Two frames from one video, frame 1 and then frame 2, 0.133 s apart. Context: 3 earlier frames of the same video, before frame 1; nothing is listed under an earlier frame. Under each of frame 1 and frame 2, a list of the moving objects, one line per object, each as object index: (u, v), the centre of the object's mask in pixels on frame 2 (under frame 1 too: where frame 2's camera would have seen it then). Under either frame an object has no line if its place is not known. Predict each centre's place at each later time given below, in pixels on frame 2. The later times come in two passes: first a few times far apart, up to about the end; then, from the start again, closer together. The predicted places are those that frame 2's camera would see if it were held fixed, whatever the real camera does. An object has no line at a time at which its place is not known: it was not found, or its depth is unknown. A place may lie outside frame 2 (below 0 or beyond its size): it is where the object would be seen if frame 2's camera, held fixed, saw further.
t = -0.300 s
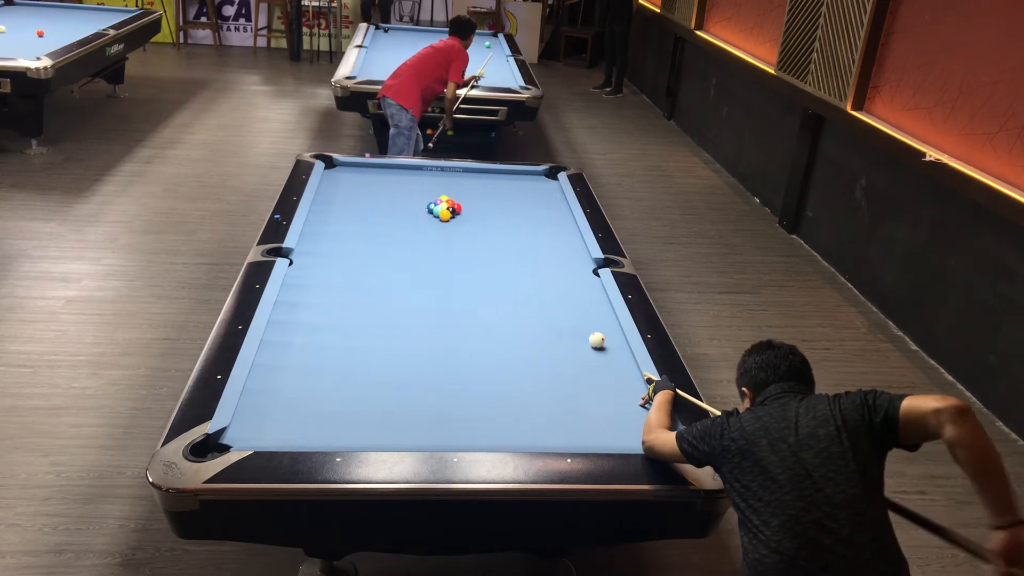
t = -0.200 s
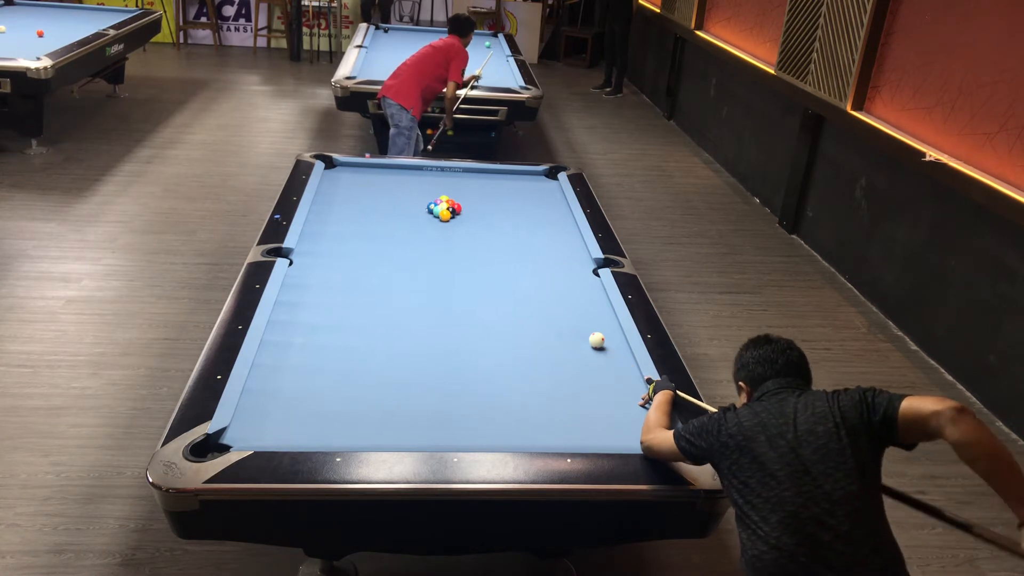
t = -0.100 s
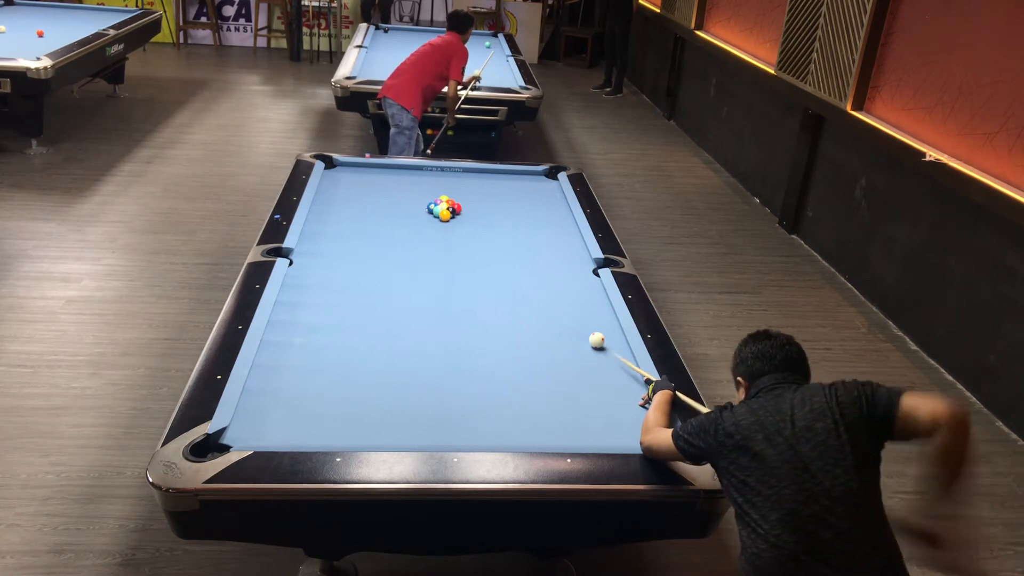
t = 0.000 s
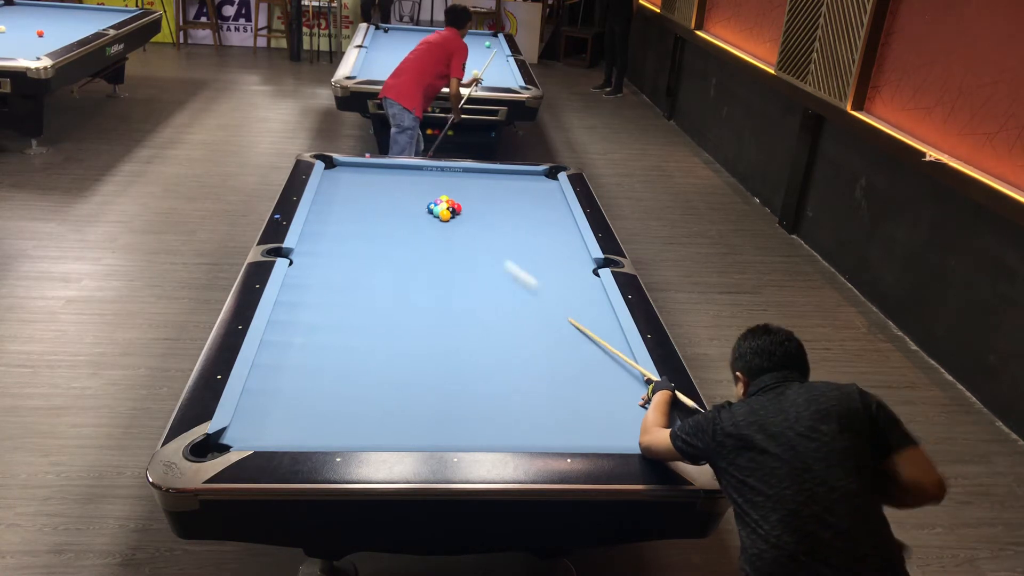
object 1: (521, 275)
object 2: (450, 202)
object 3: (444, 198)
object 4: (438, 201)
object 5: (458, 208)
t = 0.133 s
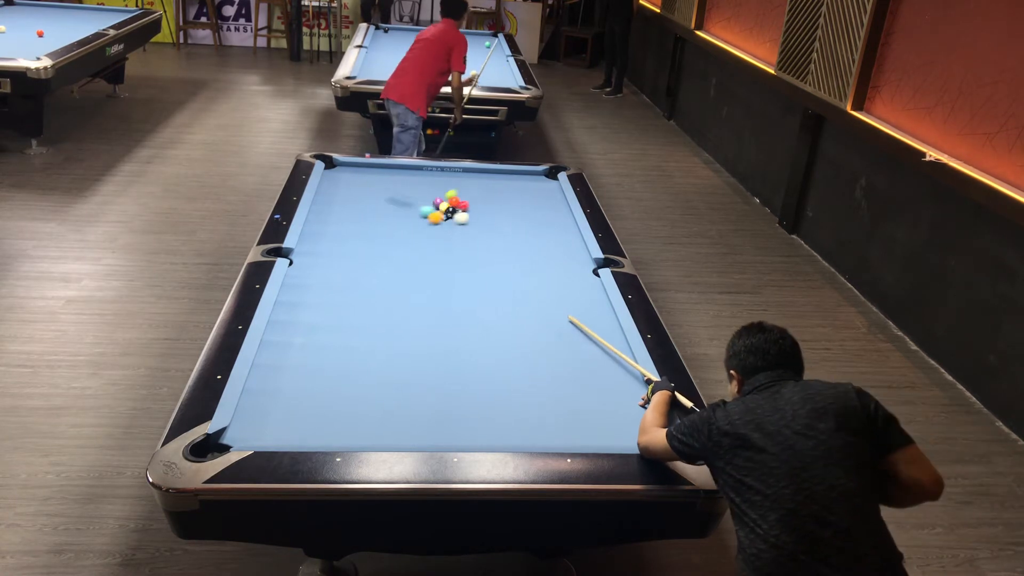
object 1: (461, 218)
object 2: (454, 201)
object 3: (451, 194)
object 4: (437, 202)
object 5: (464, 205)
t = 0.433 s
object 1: (520, 217)
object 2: (477, 187)
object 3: (492, 175)
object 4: (437, 196)
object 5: (504, 193)
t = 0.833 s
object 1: (558, 218)
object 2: (529, 181)
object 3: (527, 198)
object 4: (436, 187)
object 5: (548, 180)
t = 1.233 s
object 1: (530, 223)
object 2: (544, 192)
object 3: (565, 221)
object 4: (434, 179)
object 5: (532, 174)
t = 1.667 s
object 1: (501, 228)
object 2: (534, 208)
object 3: (565, 243)
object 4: (433, 172)
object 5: (510, 177)
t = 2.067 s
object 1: (476, 232)
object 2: (524, 223)
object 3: (556, 265)
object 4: (432, 169)
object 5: (493, 179)
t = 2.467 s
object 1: (452, 236)
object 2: (514, 240)
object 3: (547, 288)
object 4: (432, 171)
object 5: (476, 182)
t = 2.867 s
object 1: (430, 240)
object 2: (503, 256)
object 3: (548, 310)
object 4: (432, 172)
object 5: (462, 184)
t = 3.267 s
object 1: (410, 244)
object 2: (493, 273)
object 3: (573, 328)
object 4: (432, 172)
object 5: (450, 185)
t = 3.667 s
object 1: (392, 248)
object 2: (482, 291)
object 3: (597, 346)
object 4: (432, 172)
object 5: (440, 187)
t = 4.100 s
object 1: (374, 252)
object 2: (470, 310)
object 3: (621, 364)
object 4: (432, 172)
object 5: (432, 188)
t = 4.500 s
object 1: (359, 256)
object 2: (458, 328)
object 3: (634, 381)
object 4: (432, 173)
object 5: (425, 188)
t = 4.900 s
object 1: (346, 258)
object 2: (446, 346)
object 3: (633, 394)
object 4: (432, 172)
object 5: (421, 189)
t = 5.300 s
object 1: (337, 260)
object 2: (434, 364)
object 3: (631, 406)
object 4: (432, 172)
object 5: (418, 188)
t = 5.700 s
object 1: (330, 262)
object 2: (423, 381)
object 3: (630, 416)
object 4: (432, 172)
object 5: (418, 188)
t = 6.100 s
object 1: (327, 263)
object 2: (412, 398)
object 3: (629, 424)
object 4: (432, 173)
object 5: (418, 188)
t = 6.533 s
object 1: (326, 264)
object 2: (400, 416)
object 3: (627, 431)
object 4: (432, 173)
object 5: (418, 188)
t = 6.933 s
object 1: (326, 264)
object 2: (389, 430)
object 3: (625, 434)
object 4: (432, 173)
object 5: (418, 189)
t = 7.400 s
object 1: (326, 264)
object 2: (380, 436)
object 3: (625, 435)
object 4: (432, 172)
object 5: (418, 188)
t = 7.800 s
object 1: (326, 264)
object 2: (378, 433)
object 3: (625, 434)
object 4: (432, 173)
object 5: (418, 188)
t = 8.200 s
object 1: (326, 264)
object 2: (375, 433)
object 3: (625, 434)
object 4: (432, 172)
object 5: (418, 188)
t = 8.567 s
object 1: (326, 264)
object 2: (375, 432)
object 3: (625, 434)
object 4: (432, 172)
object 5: (418, 188)
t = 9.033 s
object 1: (326, 264)
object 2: (375, 433)
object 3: (625, 435)
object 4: (432, 172)
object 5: (418, 188)
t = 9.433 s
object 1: (326, 264)
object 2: (375, 433)
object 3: (625, 435)
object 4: (432, 173)
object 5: (418, 188)
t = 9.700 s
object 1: (326, 264)
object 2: (375, 433)
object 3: (625, 434)
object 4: (432, 172)
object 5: (418, 188)
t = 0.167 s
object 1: (469, 217)
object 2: (457, 200)
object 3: (457, 190)
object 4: (437, 202)
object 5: (469, 204)
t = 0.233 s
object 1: (484, 217)
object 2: (463, 196)
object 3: (468, 183)
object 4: (438, 200)
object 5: (479, 201)
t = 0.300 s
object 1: (497, 217)
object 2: (467, 193)
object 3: (478, 176)
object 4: (437, 199)
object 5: (488, 199)
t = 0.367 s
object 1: (508, 217)
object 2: (472, 190)
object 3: (486, 171)
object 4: (437, 197)
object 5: (496, 196)
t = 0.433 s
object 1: (520, 217)
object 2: (477, 187)
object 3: (492, 175)
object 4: (437, 196)
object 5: (504, 193)
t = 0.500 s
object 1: (532, 216)
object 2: (481, 184)
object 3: (498, 179)
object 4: (436, 194)
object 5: (512, 191)
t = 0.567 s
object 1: (544, 216)
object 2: (485, 181)
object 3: (503, 183)
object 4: (436, 193)
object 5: (519, 189)
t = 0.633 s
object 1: (555, 216)
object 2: (489, 178)
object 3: (509, 187)
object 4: (436, 191)
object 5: (527, 186)
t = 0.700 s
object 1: (566, 216)
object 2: (499, 178)
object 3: (515, 190)
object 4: (436, 190)
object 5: (534, 184)
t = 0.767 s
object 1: (564, 217)
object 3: (521, 194)
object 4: (436, 188)
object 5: (541, 182)
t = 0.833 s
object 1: (558, 218)
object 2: (529, 181)
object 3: (527, 198)
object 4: (436, 187)
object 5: (548, 180)
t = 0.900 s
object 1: (553, 219)
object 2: (542, 182)
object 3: (533, 201)
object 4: (435, 186)
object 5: (551, 177)
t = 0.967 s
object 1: (549, 219)
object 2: (554, 183)
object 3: (539, 205)
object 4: (435, 184)
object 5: (546, 176)
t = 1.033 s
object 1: (544, 220)
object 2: (549, 183)
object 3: (545, 209)
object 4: (435, 184)
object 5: (542, 173)
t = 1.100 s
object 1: (540, 221)
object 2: (547, 186)
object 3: (552, 213)
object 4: (435, 181)
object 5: (538, 173)
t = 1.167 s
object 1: (535, 222)
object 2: (546, 189)
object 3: (558, 217)
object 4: (435, 180)
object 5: (535, 174)
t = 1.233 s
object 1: (530, 223)
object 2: (544, 192)
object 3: (565, 221)
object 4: (434, 179)
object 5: (532, 174)
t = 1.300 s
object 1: (526, 223)
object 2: (543, 194)
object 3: (571, 225)
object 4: (434, 178)
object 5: (528, 175)
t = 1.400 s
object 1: (519, 225)
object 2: (541, 198)
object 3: (570, 230)
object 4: (434, 175)
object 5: (523, 175)
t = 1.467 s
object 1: (515, 225)
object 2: (539, 200)
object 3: (569, 233)
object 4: (434, 174)
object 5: (520, 176)
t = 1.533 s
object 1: (510, 226)
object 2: (538, 203)
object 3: (567, 237)
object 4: (434, 173)
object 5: (517, 176)
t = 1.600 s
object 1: (506, 227)
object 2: (536, 205)
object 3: (566, 240)
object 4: (433, 173)
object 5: (513, 177)
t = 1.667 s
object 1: (501, 228)
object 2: (534, 208)
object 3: (565, 243)
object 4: (433, 172)
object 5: (510, 177)
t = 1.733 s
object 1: (497, 229)
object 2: (532, 210)
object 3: (564, 247)
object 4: (433, 171)
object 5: (507, 177)
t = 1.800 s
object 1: (493, 229)
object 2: (531, 213)
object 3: (562, 251)
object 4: (433, 170)
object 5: (504, 178)
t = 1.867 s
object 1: (488, 230)
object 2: (529, 216)
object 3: (561, 254)
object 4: (433, 169)
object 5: (501, 178)
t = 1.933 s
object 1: (484, 231)
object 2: (527, 218)
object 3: (559, 258)
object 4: (433, 169)
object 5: (498, 179)
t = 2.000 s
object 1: (480, 231)
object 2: (526, 221)
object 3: (558, 261)
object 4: (433, 169)
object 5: (495, 179)
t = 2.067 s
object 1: (476, 232)
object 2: (524, 223)
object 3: (556, 265)
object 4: (432, 169)
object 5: (493, 179)
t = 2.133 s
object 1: (472, 233)
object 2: (522, 226)
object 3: (555, 269)
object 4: (432, 169)
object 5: (490, 180)
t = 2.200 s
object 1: (468, 234)
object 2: (521, 229)
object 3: (553, 273)
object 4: (432, 169)
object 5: (487, 180)
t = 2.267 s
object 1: (464, 234)
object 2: (519, 231)
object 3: (552, 276)
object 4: (432, 170)
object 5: (484, 181)
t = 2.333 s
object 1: (460, 235)
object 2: (517, 234)
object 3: (550, 280)
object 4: (432, 170)
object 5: (482, 181)
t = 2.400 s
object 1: (456, 236)
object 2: (515, 237)
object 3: (548, 284)
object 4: (432, 170)
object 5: (479, 181)
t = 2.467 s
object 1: (452, 236)
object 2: (514, 240)
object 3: (547, 288)
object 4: (432, 171)
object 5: (476, 182)
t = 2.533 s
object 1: (449, 237)
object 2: (512, 242)
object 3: (545, 292)
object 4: (432, 171)
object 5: (474, 182)
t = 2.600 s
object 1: (445, 238)
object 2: (510, 245)
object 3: (544, 296)
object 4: (432, 171)
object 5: (471, 182)
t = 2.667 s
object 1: (441, 238)
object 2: (508, 248)
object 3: (542, 300)
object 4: (432, 171)
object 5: (469, 183)
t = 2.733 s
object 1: (438, 239)
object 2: (507, 250)
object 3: (540, 304)
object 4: (432, 171)
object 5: (467, 183)
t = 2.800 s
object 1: (434, 240)
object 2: (505, 253)
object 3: (544, 307)
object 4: (432, 171)
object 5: (465, 184)
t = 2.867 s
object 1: (430, 240)
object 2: (503, 256)
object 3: (548, 310)
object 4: (432, 172)
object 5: (462, 184)
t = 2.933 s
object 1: (427, 241)
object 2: (502, 259)
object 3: (552, 313)
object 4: (432, 172)
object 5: (460, 184)
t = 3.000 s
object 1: (423, 242)
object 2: (500, 262)
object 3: (557, 316)
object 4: (432, 172)
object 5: (458, 184)
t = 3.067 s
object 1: (420, 242)
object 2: (498, 265)
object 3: (561, 319)
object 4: (432, 172)
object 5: (456, 185)
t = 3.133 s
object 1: (417, 243)
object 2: (496, 268)
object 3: (565, 322)
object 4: (432, 172)
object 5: (454, 185)
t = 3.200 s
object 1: (414, 244)
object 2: (494, 270)
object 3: (569, 325)
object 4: (432, 172)
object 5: (452, 185)
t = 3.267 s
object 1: (410, 244)
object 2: (493, 273)
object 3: (573, 328)
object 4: (432, 172)
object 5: (450, 185)
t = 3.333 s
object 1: (407, 245)
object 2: (491, 276)
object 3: (577, 331)
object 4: (432, 172)
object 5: (449, 186)
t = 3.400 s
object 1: (404, 246)
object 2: (489, 279)
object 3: (581, 334)
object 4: (432, 172)
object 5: (447, 186)
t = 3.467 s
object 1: (401, 246)
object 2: (487, 282)
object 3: (585, 337)
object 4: (432, 172)
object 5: (445, 186)
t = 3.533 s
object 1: (397, 247)
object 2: (486, 285)
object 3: (589, 340)
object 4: (432, 172)
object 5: (443, 186)
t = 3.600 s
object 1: (395, 247)
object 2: (484, 288)
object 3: (593, 343)
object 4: (432, 172)
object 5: (442, 186)
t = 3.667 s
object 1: (392, 248)
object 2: (482, 291)
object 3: (597, 346)
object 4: (432, 172)
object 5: (440, 187)
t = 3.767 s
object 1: (387, 249)
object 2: (479, 295)
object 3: (603, 350)
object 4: (432, 172)
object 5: (438, 187)
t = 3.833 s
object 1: (384, 250)
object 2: (477, 298)
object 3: (606, 353)
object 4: (432, 172)
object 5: (437, 187)
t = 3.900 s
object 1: (381, 250)
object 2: (475, 301)
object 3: (610, 356)
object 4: (432, 172)
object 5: (435, 187)
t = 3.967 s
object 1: (379, 251)
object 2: (474, 304)
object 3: (614, 359)
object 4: (432, 172)
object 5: (434, 187)
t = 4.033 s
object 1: (376, 251)
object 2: (472, 307)
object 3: (617, 362)
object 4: (432, 172)
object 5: (433, 188)
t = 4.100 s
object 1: (374, 252)
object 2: (470, 310)
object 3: (621, 364)
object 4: (432, 172)
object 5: (432, 188)
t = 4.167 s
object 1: (371, 253)
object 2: (468, 313)
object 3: (625, 367)
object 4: (432, 172)
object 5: (430, 188)
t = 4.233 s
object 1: (368, 253)
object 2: (466, 316)
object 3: (628, 370)
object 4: (432, 172)
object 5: (429, 188)
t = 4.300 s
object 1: (366, 254)
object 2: (464, 319)
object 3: (631, 373)
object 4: (432, 172)
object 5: (428, 188)
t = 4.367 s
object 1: (363, 254)
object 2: (462, 322)
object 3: (634, 376)
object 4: (432, 172)
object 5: (427, 188)
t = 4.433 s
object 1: (361, 255)
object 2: (460, 325)
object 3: (634, 378)
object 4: (432, 173)
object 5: (426, 188)
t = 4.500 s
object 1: (359, 256)
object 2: (458, 328)
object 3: (634, 381)
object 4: (432, 173)
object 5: (425, 188)
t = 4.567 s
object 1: (357, 256)
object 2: (456, 331)
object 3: (633, 383)
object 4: (432, 172)
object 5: (424, 189)
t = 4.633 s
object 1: (355, 256)
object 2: (454, 334)
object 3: (633, 385)
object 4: (432, 172)
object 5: (423, 189)
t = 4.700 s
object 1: (352, 257)
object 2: (452, 337)
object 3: (633, 388)
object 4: (432, 172)
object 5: (423, 189)
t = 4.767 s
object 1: (350, 257)
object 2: (450, 340)
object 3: (633, 390)
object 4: (432, 172)
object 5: (422, 189)
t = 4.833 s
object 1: (348, 258)
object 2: (448, 343)
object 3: (633, 392)
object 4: (432, 173)
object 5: (421, 189)
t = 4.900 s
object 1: (346, 258)
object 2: (446, 346)
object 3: (633, 394)
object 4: (432, 172)
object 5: (421, 189)
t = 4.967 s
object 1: (345, 258)
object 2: (444, 349)
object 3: (632, 396)
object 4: (432, 172)
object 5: (420, 189)
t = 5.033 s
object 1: (343, 259)
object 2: (442, 352)
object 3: (632, 398)
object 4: (432, 172)
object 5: (420, 189)
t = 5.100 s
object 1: (341, 259)
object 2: (440, 355)
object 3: (633, 398)
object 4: (432, 172)
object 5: (419, 189)
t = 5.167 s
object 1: (340, 260)
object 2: (438, 358)
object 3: (632, 402)
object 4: (432, 173)
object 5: (419, 189)
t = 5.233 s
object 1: (338, 260)
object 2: (436, 361)
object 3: (632, 404)
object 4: (432, 173)
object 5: (419, 189)
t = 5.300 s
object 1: (337, 260)
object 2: (434, 364)
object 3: (631, 406)
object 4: (432, 172)
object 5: (418, 188)
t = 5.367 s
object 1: (335, 260)
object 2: (432, 367)
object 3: (631, 407)
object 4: (432, 172)
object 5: (418, 188)
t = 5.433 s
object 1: (334, 261)
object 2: (430, 370)
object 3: (631, 409)
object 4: (432, 172)
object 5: (418, 188)
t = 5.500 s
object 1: (333, 261)
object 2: (428, 373)
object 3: (631, 411)
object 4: (432, 173)
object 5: (418, 189)
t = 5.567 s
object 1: (332, 261)
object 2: (427, 376)
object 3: (631, 413)
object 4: (432, 173)
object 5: (418, 188)
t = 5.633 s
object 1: (331, 261)
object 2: (425, 378)
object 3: (630, 414)
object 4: (432, 172)
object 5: (418, 188)
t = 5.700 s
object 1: (330, 262)
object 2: (423, 381)
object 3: (630, 416)
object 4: (432, 172)
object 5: (418, 188)
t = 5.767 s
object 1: (329, 262)
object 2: (421, 384)
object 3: (630, 417)
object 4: (432, 172)
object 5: (418, 188)
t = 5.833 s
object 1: (328, 262)
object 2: (419, 387)
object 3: (630, 419)
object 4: (432, 173)
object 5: (418, 188)
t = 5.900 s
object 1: (328, 262)
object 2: (417, 390)
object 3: (629, 420)
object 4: (432, 173)
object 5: (418, 188)
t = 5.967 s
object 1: (327, 263)
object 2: (416, 393)
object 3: (629, 422)
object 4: (432, 173)
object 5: (418, 188)
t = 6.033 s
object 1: (327, 263)
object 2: (414, 395)
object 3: (629, 423)
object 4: (432, 172)
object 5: (418, 188)
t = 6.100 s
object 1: (327, 263)
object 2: (412, 398)
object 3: (629, 424)
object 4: (432, 173)
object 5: (418, 188)
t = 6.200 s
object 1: (326, 263)
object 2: (409, 402)
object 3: (628, 426)
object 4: (432, 173)
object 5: (418, 188)
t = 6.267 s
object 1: (326, 263)
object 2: (407, 405)
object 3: (628, 427)
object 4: (432, 173)
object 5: (418, 188)
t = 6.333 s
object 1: (326, 263)
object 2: (406, 408)
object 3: (627, 428)
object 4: (432, 173)
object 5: (418, 188)
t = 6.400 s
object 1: (326, 264)
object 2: (404, 410)
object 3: (627, 429)
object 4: (432, 172)
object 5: (418, 188)
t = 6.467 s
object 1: (326, 264)
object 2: (402, 413)
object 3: (627, 430)
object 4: (432, 173)
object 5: (418, 188)
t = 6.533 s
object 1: (326, 264)
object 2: (400, 416)
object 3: (627, 431)
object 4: (432, 173)
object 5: (418, 188)
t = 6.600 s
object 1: (326, 264)
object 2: (398, 418)
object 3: (627, 431)
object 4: (432, 173)
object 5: (418, 188)
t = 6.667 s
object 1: (326, 264)
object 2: (396, 421)
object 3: (627, 432)
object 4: (432, 173)
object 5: (418, 188)
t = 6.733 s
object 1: (326, 264)
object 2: (395, 423)
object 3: (626, 433)
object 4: (432, 173)
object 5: (418, 189)
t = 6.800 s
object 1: (326, 264)
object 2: (393, 425)
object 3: (626, 433)
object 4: (432, 173)
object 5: (418, 188)
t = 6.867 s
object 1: (326, 264)
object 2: (391, 428)
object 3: (626, 434)
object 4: (432, 173)
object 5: (418, 189)
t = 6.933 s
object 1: (326, 264)
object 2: (389, 430)
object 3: (625, 434)
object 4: (432, 173)
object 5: (418, 189)
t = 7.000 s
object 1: (326, 264)
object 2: (388, 432)
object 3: (625, 434)
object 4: (432, 173)
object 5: (418, 189)
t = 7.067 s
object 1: (326, 264)
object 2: (386, 434)
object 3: (625, 435)
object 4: (432, 173)
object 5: (418, 189)
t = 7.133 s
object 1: (326, 264)
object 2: (384, 436)
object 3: (625, 434)
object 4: (432, 173)
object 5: (418, 189)
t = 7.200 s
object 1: (326, 264)
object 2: (383, 437)
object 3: (625, 435)
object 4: (432, 173)
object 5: (418, 188)
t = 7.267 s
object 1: (326, 264)
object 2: (382, 437)
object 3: (625, 435)
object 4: (432, 173)
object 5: (418, 188)
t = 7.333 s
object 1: (326, 264)
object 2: (381, 437)
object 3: (625, 435)
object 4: (432, 173)
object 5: (418, 188)
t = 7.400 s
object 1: (326, 264)
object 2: (380, 436)
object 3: (625, 435)
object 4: (432, 172)
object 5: (418, 188)
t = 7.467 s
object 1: (327, 263)
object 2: (380, 435)
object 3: (625, 435)
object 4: (432, 172)
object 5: (418, 188)
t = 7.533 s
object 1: (326, 264)
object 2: (379, 435)
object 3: (625, 434)
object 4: (432, 172)
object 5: (418, 188)
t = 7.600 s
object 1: (327, 263)
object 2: (379, 434)
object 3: (625, 434)
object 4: (432, 173)
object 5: (418, 188)
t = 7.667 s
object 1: (326, 264)
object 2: (378, 434)
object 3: (625, 434)
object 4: (432, 173)
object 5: (418, 188)
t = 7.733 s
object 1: (326, 264)
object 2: (378, 434)
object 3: (625, 434)
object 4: (432, 172)
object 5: (418, 188)
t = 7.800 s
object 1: (326, 264)
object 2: (378, 433)
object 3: (625, 434)
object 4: (432, 173)
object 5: (418, 188)
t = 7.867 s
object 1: (326, 264)
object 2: (377, 433)
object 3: (625, 434)
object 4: (432, 172)
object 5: (418, 188)
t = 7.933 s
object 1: (326, 264)
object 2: (377, 433)
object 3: (625, 434)
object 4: (432, 172)
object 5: (418, 188)
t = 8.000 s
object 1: (326, 264)
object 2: (376, 433)
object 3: (625, 434)
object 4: (432, 173)
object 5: (418, 188)
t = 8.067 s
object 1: (326, 264)
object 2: (376, 433)
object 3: (625, 434)
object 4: (432, 173)
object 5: (418, 188)
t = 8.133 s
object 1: (326, 264)
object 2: (376, 433)
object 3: (625, 434)
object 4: (432, 173)
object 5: (418, 188)
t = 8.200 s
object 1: (326, 264)
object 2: (375, 433)
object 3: (625, 434)
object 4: (432, 172)
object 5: (418, 188)
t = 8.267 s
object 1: (326, 264)
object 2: (375, 432)
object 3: (625, 434)
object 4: (432, 172)
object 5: (418, 188)
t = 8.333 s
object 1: (326, 264)
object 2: (375, 433)
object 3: (625, 434)
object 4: (432, 173)
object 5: (418, 188)
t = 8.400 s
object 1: (326, 264)
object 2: (375, 433)
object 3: (625, 434)
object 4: (432, 173)
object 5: (418, 188)
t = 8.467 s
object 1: (326, 264)
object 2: (375, 433)
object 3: (625, 434)
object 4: (432, 173)
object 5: (418, 188)
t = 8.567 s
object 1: (326, 264)
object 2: (375, 432)
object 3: (625, 434)
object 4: (432, 172)
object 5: (418, 188)
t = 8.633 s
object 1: (326, 264)
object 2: (375, 433)
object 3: (625, 434)
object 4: (432, 172)
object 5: (418, 188)
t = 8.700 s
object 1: (326, 264)
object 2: (375, 433)
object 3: (625, 434)
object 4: (432, 173)
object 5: (418, 188)
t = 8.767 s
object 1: (326, 264)
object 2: (375, 433)
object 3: (625, 434)
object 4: (432, 172)
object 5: (418, 188)
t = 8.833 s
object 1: (326, 264)
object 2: (375, 433)
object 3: (625, 434)
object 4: (432, 172)
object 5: (418, 188)
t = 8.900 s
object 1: (326, 264)
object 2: (375, 433)
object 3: (625, 434)
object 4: (432, 172)
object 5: (418, 188)
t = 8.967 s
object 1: (326, 264)
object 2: (375, 433)
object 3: (625, 435)
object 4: (432, 172)
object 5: (418, 188)
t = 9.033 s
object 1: (326, 264)
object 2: (375, 433)
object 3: (625, 435)
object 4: (432, 172)
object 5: (418, 188)
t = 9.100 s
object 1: (326, 264)
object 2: (375, 433)
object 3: (625, 434)
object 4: (432, 172)
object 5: (418, 188)
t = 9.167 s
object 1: (326, 264)
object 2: (375, 433)
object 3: (625, 434)
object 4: (432, 173)
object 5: (418, 188)
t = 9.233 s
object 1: (326, 263)
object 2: (375, 433)
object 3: (625, 434)
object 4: (432, 172)
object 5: (418, 188)
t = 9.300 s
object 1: (326, 264)
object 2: (375, 433)
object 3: (625, 434)
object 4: (432, 172)
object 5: (418, 188)
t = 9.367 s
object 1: (326, 264)
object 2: (375, 433)
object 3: (625, 435)
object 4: (432, 172)
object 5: (418, 188)
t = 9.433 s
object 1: (326, 264)
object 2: (375, 433)
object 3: (625, 435)
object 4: (432, 173)
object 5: (418, 188)
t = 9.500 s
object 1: (326, 264)
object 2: (375, 433)
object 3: (625, 435)
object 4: (432, 172)
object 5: (418, 188)
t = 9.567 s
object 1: (326, 264)
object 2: (375, 433)
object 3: (625, 434)
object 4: (432, 172)
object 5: (418, 188)
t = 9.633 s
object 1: (326, 264)
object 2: (375, 433)
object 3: (625, 434)
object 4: (432, 172)
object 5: (418, 188)
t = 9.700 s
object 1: (326, 264)
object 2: (375, 433)
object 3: (625, 434)
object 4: (432, 172)
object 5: (418, 188)
